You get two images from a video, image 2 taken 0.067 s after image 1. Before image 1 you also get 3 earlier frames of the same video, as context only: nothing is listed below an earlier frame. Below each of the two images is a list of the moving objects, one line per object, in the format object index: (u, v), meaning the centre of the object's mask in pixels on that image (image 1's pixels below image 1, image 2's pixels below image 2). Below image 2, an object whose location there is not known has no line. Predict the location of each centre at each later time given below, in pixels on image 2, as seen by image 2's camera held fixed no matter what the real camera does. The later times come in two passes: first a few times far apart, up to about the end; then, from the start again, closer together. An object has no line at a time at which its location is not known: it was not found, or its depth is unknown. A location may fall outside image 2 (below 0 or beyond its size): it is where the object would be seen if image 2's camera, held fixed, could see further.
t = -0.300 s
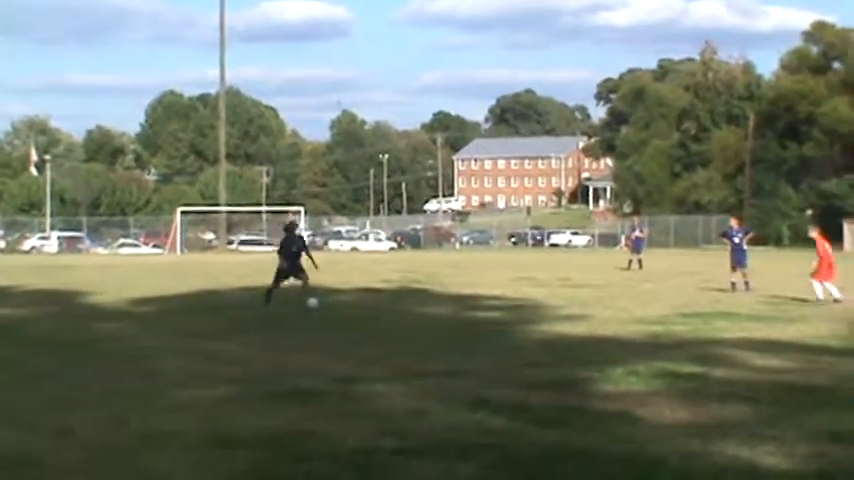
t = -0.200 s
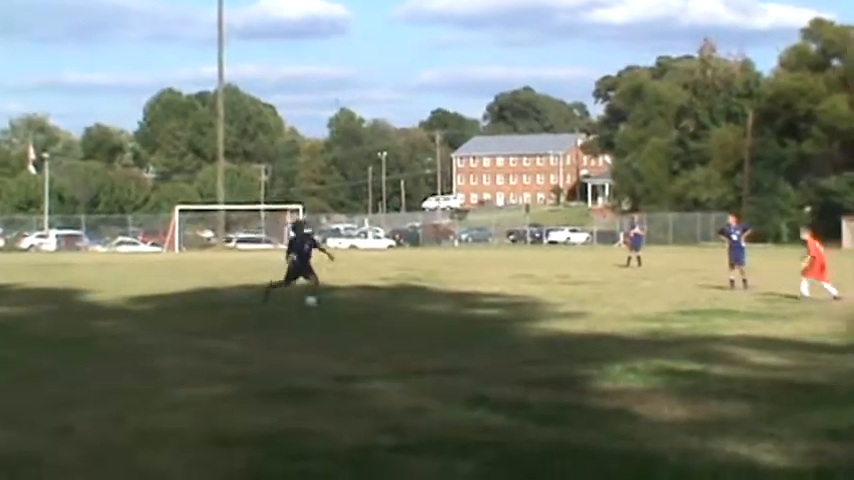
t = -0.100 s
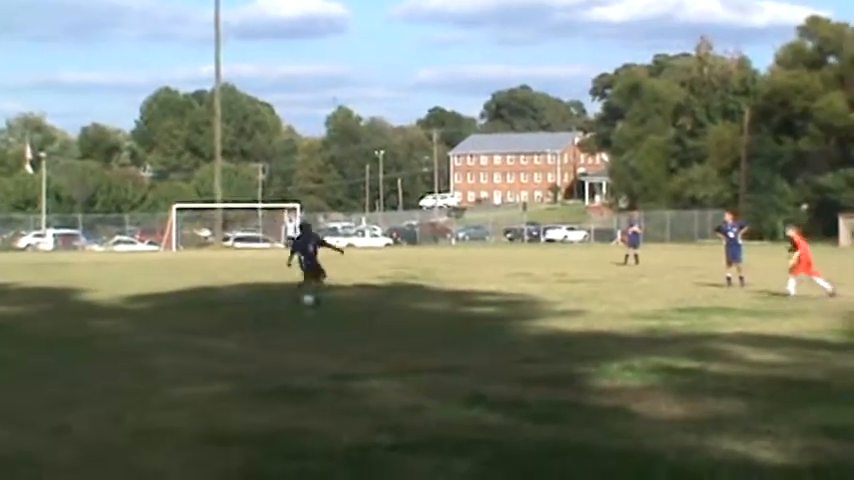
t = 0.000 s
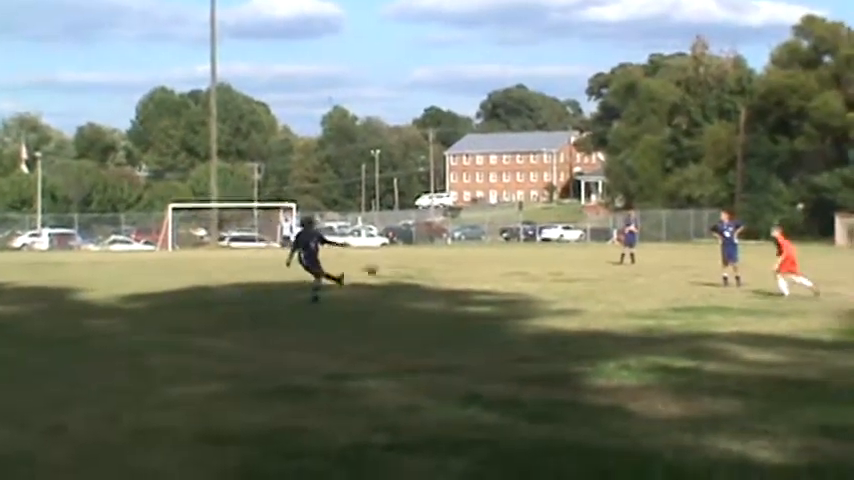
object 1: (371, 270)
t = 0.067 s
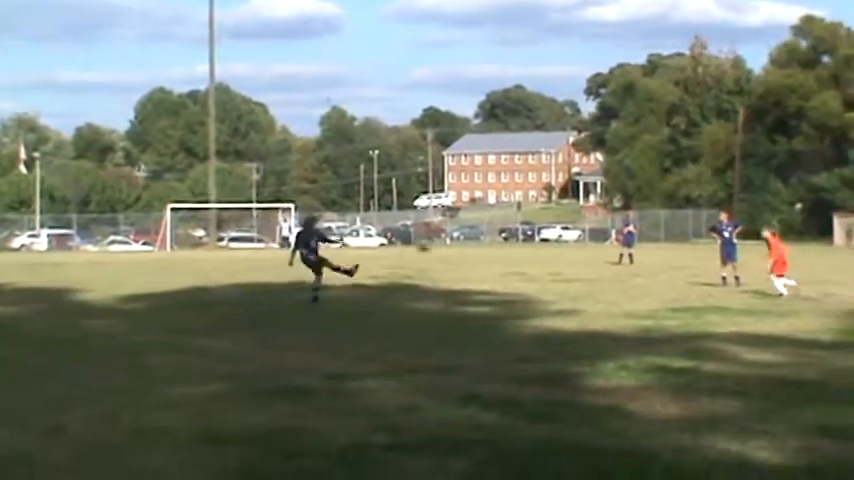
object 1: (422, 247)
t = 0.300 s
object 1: (625, 174)
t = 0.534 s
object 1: (846, 128)
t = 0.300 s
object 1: (625, 174)
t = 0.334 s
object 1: (655, 166)
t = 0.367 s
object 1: (685, 159)
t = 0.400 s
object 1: (716, 151)
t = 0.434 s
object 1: (748, 145)
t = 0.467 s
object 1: (780, 139)
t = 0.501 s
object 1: (813, 133)
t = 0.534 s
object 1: (846, 128)
